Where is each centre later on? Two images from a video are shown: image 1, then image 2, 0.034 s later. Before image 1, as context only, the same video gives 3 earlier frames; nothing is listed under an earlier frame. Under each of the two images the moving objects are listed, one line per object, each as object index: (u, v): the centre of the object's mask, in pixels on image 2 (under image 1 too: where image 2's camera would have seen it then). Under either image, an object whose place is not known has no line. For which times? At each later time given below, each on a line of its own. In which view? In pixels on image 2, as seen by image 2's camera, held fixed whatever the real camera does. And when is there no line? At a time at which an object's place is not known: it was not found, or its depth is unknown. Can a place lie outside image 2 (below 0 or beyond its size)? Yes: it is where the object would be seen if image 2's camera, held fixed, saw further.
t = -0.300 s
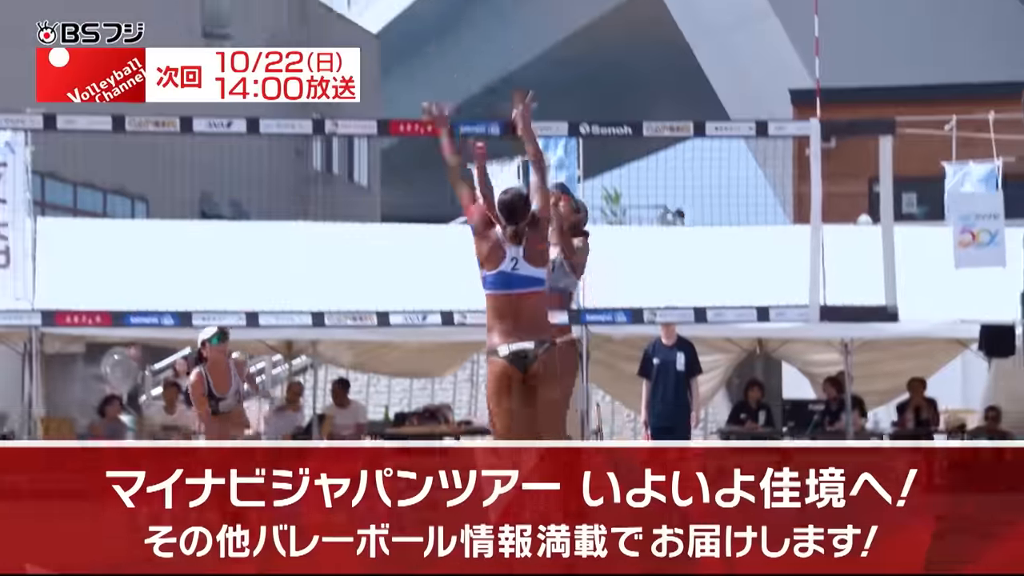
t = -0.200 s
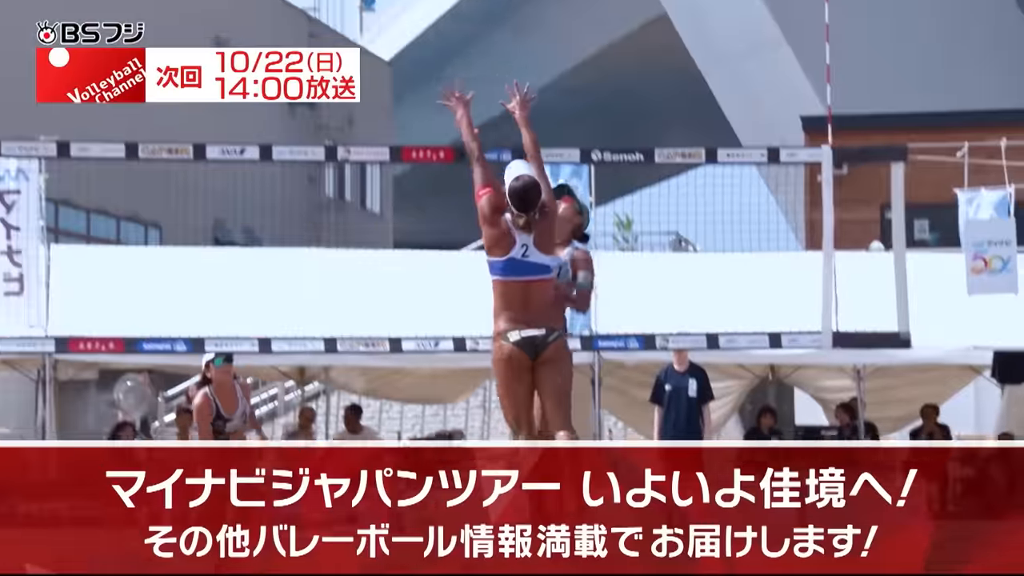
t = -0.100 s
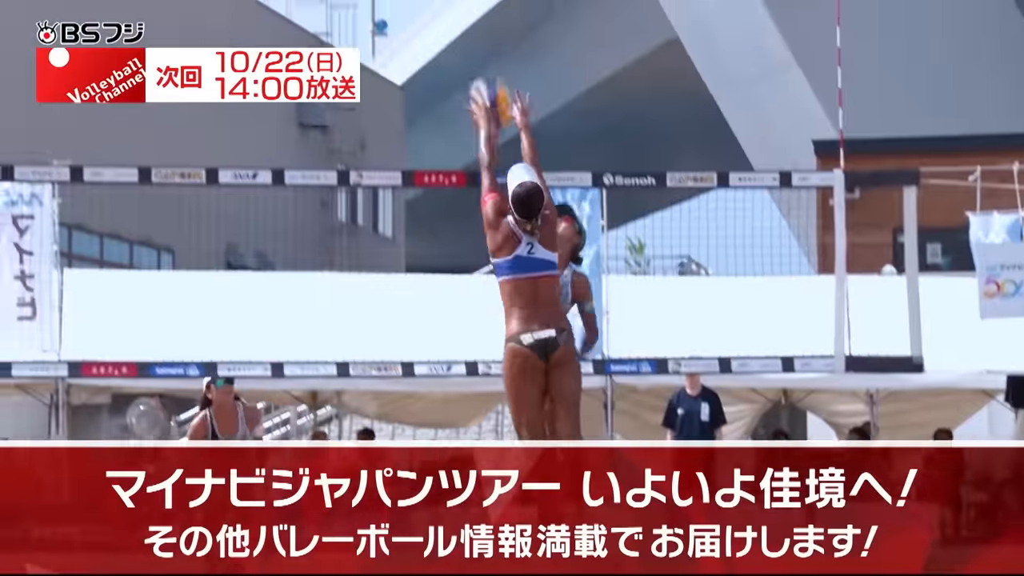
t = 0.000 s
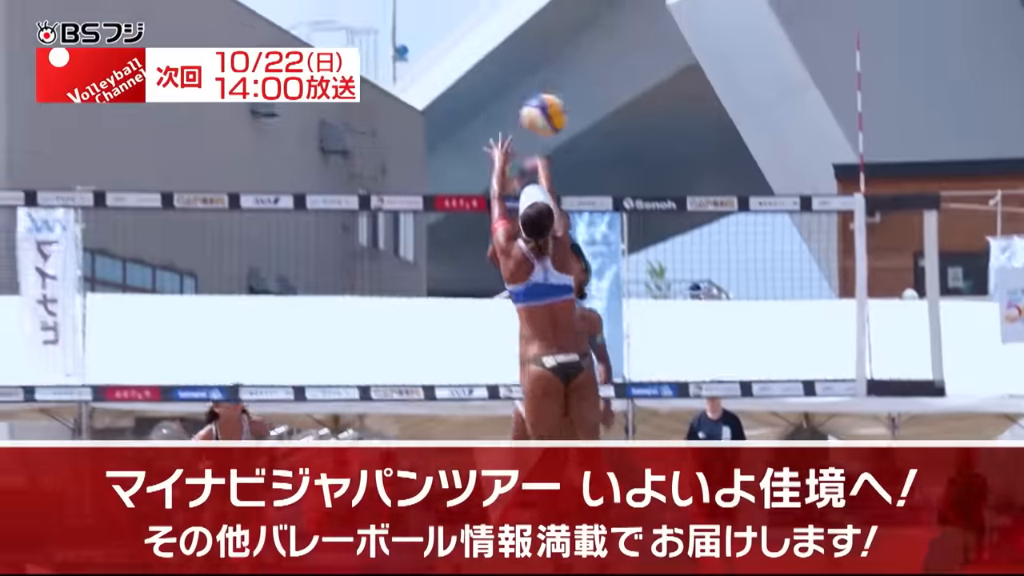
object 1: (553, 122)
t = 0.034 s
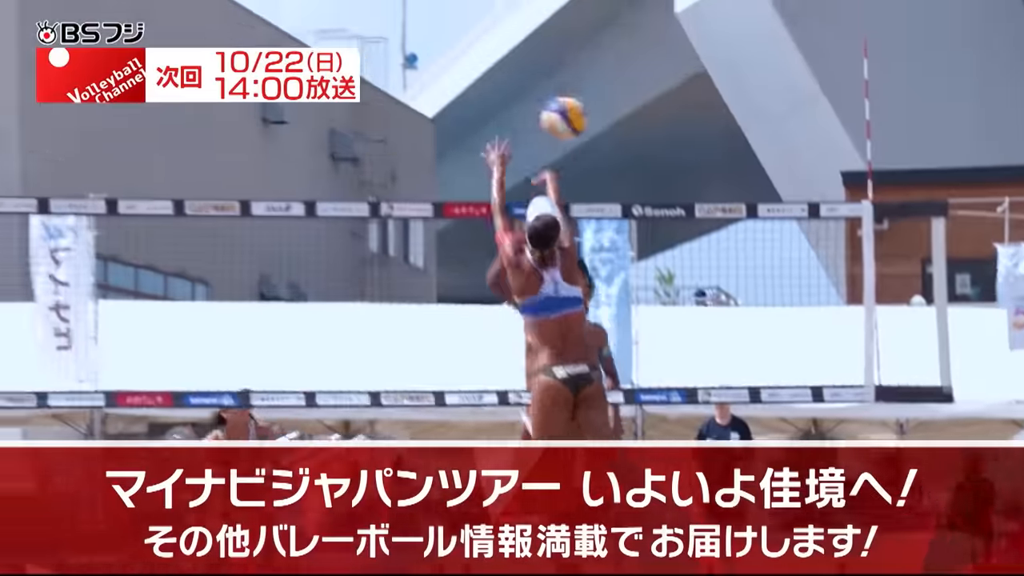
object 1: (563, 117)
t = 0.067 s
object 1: (574, 115)
